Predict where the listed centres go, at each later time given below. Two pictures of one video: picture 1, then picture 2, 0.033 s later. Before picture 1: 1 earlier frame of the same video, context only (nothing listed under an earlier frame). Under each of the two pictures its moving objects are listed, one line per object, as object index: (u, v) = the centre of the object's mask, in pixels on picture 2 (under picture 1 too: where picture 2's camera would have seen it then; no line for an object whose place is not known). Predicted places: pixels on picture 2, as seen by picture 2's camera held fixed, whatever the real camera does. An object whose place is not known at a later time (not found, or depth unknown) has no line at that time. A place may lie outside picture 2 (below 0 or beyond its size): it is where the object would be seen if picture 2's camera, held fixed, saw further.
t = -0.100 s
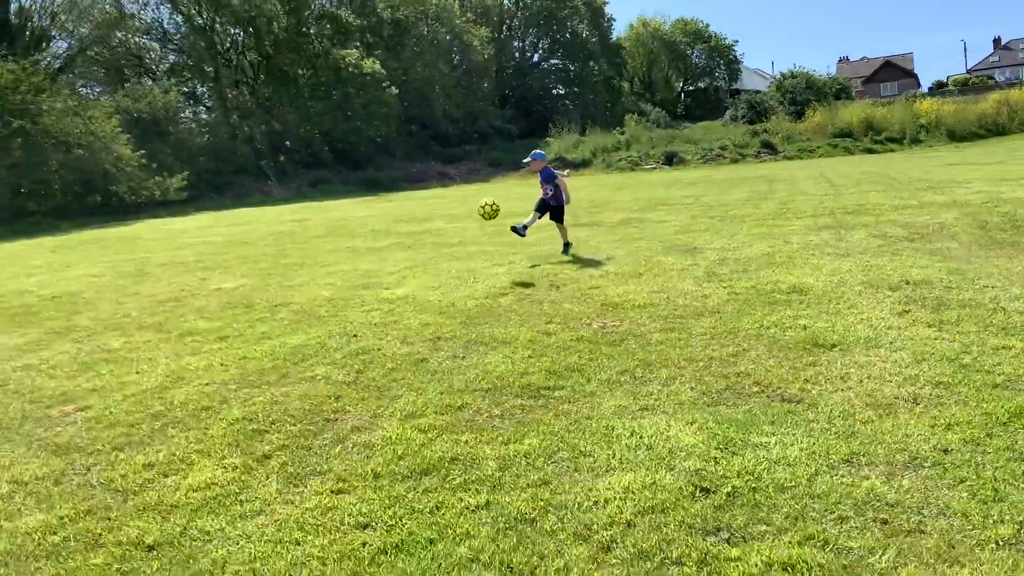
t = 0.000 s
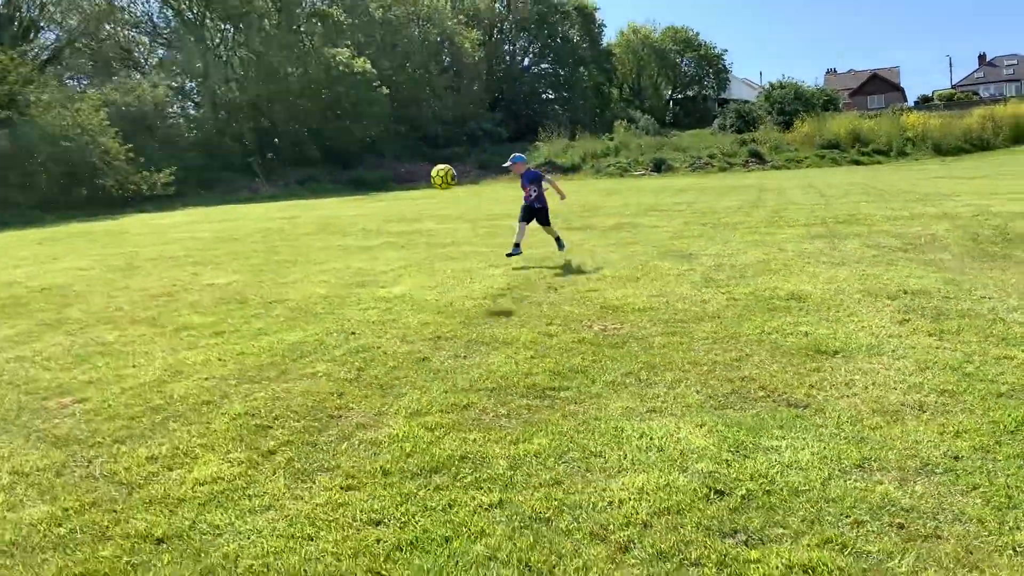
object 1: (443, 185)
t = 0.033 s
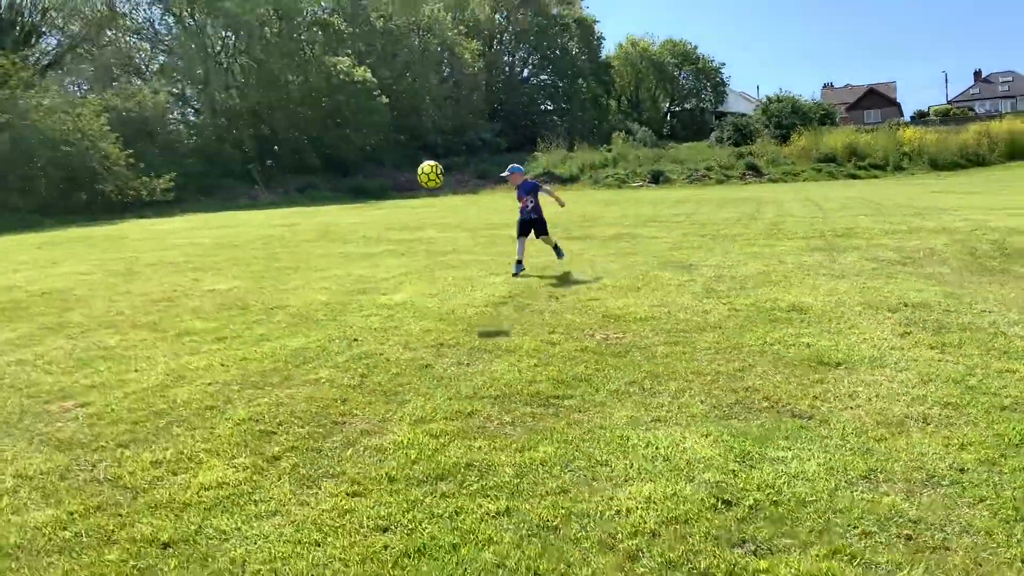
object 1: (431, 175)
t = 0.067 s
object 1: (416, 163)
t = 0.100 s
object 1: (403, 151)
